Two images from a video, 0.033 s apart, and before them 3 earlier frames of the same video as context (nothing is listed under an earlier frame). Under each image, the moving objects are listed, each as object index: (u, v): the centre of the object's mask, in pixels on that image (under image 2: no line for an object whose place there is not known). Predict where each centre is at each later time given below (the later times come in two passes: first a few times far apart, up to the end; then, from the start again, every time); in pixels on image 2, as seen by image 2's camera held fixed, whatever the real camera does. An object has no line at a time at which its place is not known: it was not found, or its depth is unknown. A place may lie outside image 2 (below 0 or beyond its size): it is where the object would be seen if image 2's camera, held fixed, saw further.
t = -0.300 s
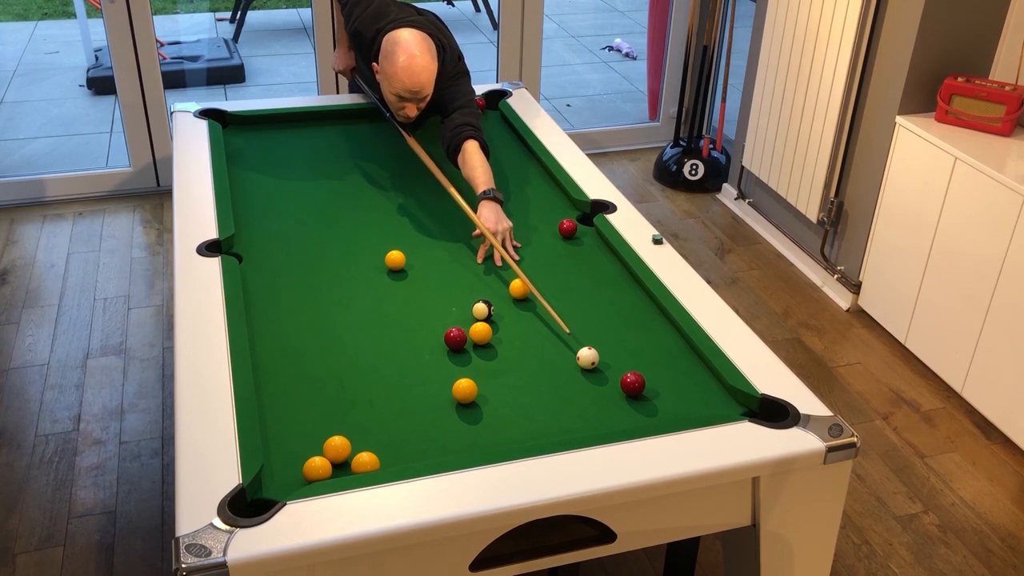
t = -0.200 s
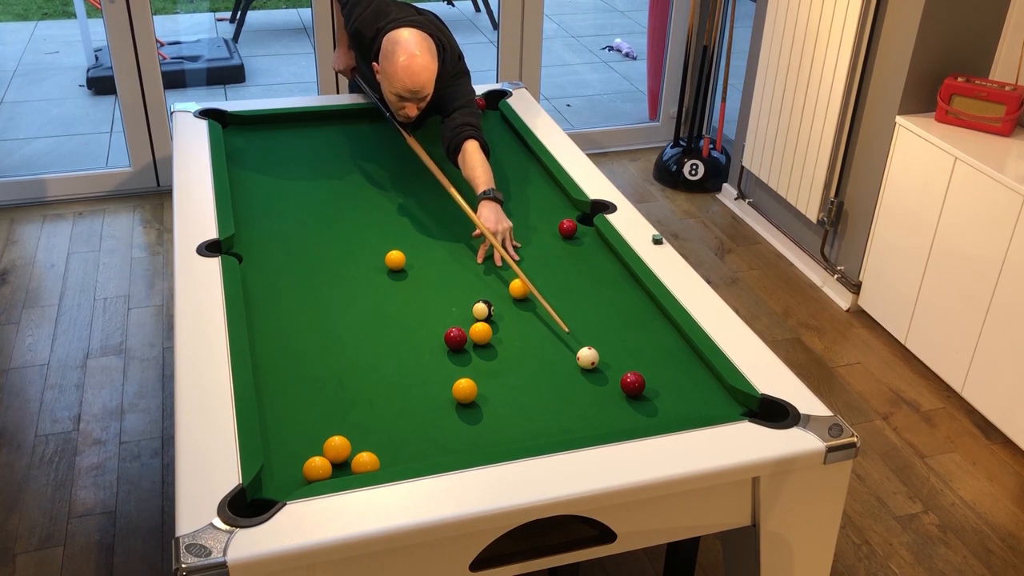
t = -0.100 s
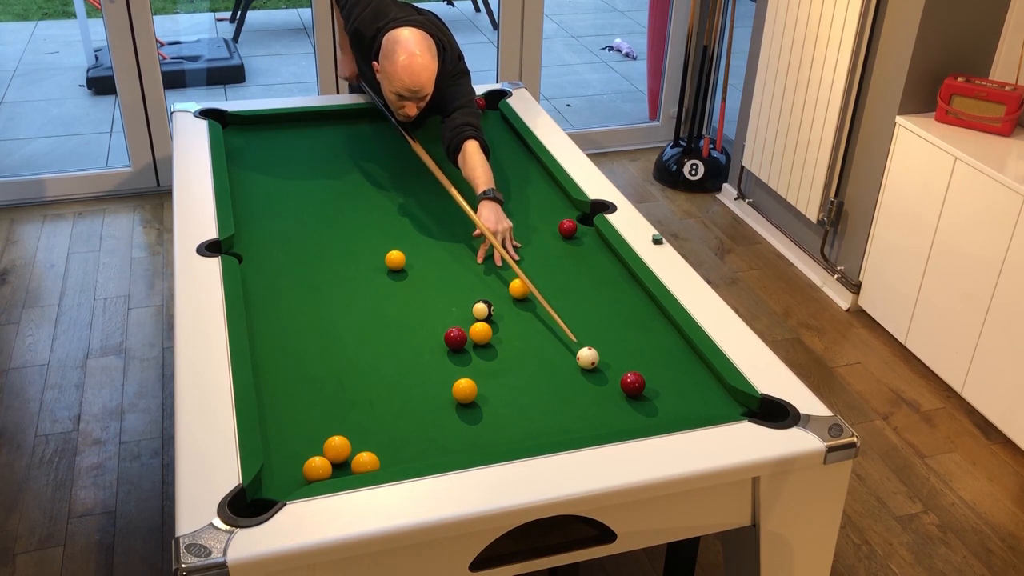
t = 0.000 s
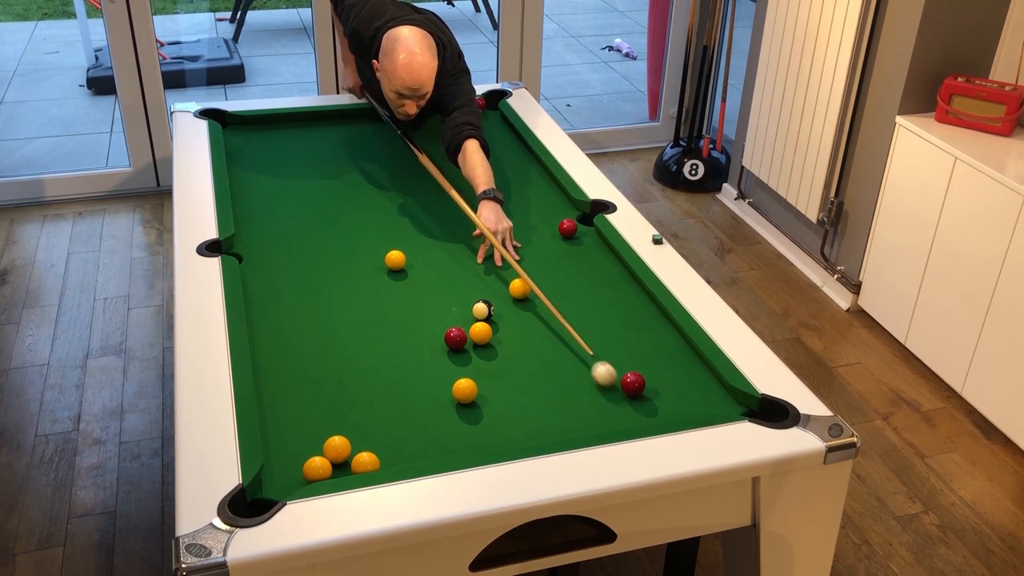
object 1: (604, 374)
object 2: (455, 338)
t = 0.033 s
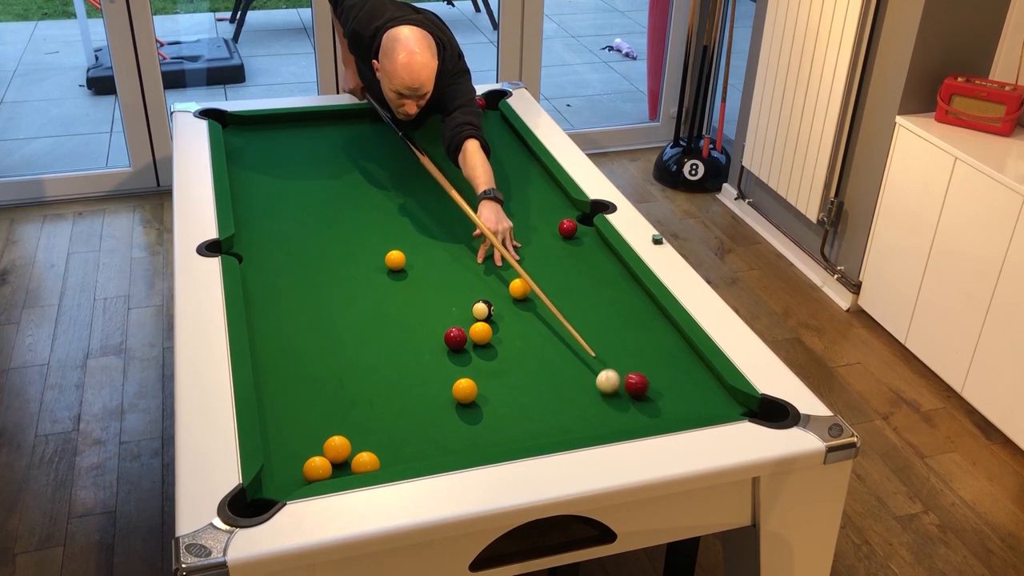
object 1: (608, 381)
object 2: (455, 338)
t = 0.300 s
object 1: (597, 424)
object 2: (455, 338)
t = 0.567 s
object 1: (554, 402)
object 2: (455, 338)
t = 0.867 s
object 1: (511, 380)
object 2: (455, 338)
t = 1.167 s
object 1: (473, 360)
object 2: (455, 338)
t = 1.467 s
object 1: (440, 350)
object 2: (455, 333)
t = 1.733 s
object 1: (415, 348)
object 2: (453, 326)
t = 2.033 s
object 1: (390, 346)
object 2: (452, 318)
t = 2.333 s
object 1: (368, 344)
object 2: (450, 313)
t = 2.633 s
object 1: (350, 343)
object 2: (447, 310)
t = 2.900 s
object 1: (336, 342)
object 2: (445, 308)
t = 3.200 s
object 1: (323, 342)
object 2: (444, 307)
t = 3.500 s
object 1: (313, 342)
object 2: (444, 308)
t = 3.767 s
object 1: (306, 341)
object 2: (444, 308)
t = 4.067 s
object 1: (302, 341)
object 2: (444, 308)
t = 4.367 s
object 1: (301, 342)
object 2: (444, 308)
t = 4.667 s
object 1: (301, 342)
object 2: (444, 308)
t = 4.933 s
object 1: (301, 342)
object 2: (444, 308)
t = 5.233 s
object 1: (301, 342)
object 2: (444, 308)
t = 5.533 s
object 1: (301, 342)
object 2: (444, 308)
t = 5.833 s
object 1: (301, 342)
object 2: (444, 308)
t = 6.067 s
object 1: (301, 342)
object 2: (444, 308)
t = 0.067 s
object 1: (605, 386)
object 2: (455, 338)
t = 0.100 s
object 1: (604, 392)
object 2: (455, 338)
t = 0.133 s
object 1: (603, 398)
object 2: (455, 338)
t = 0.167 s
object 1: (603, 404)
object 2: (455, 338)
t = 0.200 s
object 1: (602, 411)
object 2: (455, 338)
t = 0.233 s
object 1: (601, 416)
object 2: (455, 338)
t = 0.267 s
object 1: (601, 421)
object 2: (455, 338)
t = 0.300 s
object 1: (597, 424)
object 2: (455, 338)
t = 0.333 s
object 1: (592, 421)
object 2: (455, 338)
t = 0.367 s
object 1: (586, 419)
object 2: (455, 338)
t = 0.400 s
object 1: (581, 416)
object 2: (455, 338)
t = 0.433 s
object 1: (575, 414)
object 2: (455, 338)
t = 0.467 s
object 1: (570, 411)
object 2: (455, 338)
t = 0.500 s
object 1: (565, 408)
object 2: (455, 338)
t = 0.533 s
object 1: (559, 405)
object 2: (455, 338)
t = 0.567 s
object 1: (554, 402)
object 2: (455, 338)
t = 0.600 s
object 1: (549, 400)
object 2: (455, 338)
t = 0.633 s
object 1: (544, 397)
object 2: (455, 338)
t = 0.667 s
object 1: (539, 395)
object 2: (455, 338)
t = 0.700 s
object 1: (535, 392)
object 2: (455, 338)
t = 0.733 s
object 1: (530, 389)
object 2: (455, 338)
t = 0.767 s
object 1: (525, 387)
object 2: (455, 338)
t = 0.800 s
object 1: (520, 385)
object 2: (455, 338)
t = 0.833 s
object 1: (516, 382)
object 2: (455, 338)
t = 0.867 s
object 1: (511, 380)
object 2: (455, 338)
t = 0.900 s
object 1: (507, 377)
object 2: (455, 338)
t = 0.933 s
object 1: (503, 375)
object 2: (455, 338)
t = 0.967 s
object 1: (498, 373)
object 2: (455, 338)
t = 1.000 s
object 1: (494, 371)
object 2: (455, 338)
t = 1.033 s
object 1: (489, 368)
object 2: (455, 338)
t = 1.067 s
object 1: (485, 366)
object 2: (455, 338)
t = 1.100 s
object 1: (481, 364)
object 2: (455, 338)
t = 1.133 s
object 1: (477, 362)
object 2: (455, 338)
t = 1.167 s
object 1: (473, 360)
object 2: (455, 338)
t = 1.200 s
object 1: (469, 358)
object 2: (455, 338)
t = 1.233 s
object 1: (465, 356)
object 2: (455, 337)
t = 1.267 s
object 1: (461, 354)
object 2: (455, 336)
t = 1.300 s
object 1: (457, 352)
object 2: (455, 335)
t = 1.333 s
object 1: (454, 351)
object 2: (456, 334)
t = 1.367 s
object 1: (450, 351)
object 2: (456, 334)
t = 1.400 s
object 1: (447, 351)
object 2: (456, 334)
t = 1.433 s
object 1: (443, 351)
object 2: (455, 333)
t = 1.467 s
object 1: (440, 350)
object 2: (455, 333)
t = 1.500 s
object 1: (437, 350)
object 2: (454, 332)
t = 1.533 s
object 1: (434, 350)
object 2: (454, 331)
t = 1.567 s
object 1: (430, 349)
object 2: (454, 330)
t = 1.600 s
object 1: (427, 349)
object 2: (454, 329)
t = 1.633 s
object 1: (424, 349)
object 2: (454, 328)
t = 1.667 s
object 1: (421, 348)
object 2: (453, 327)
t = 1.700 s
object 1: (418, 348)
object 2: (453, 326)
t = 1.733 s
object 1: (415, 348)
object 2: (453, 326)
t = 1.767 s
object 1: (412, 348)
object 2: (453, 325)
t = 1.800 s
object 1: (409, 347)
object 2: (453, 324)
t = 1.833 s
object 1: (406, 347)
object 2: (453, 323)
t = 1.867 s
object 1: (403, 347)
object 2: (452, 322)
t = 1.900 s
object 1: (401, 346)
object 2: (452, 322)
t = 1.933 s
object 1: (398, 346)
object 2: (452, 321)
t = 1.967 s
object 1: (395, 346)
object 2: (452, 320)
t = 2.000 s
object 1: (393, 346)
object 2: (452, 319)
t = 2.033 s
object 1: (390, 346)
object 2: (452, 318)
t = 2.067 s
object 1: (388, 345)
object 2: (452, 318)
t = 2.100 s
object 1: (385, 345)
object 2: (451, 318)
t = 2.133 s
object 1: (382, 345)
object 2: (451, 317)
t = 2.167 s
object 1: (380, 345)
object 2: (451, 316)
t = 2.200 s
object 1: (378, 345)
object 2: (451, 316)
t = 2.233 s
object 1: (375, 345)
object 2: (450, 315)
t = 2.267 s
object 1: (373, 345)
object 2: (450, 315)
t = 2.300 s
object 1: (370, 344)
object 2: (450, 314)
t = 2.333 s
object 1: (368, 344)
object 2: (450, 313)
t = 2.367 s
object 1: (366, 344)
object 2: (449, 313)
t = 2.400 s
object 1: (364, 344)
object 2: (449, 313)
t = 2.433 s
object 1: (362, 344)
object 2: (449, 312)
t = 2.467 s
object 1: (360, 343)
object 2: (448, 312)
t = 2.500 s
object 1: (358, 343)
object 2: (448, 311)
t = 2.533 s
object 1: (355, 343)
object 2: (448, 311)
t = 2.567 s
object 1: (354, 343)
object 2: (447, 310)
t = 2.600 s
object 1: (351, 343)
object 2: (447, 310)
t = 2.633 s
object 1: (350, 343)
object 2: (447, 310)
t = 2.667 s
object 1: (348, 343)
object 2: (447, 310)
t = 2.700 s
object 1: (346, 343)
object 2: (446, 309)
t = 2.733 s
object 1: (344, 342)
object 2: (446, 309)
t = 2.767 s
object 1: (342, 342)
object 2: (446, 309)
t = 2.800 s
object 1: (340, 342)
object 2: (445, 309)
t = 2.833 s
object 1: (339, 342)
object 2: (445, 309)
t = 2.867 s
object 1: (337, 342)
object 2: (445, 308)
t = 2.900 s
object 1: (336, 342)
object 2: (445, 308)
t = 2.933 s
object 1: (334, 342)
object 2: (445, 308)
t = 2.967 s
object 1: (332, 342)
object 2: (444, 308)
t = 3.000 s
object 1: (331, 342)
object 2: (444, 308)
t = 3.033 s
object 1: (330, 342)
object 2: (444, 308)
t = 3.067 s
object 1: (328, 342)
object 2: (444, 307)
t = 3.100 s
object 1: (327, 342)
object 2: (444, 307)
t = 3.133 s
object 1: (326, 342)
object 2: (444, 307)
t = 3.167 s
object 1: (324, 342)
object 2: (444, 307)
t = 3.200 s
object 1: (323, 342)
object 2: (444, 307)
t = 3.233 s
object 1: (321, 342)
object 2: (444, 307)
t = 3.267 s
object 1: (320, 342)
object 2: (444, 307)
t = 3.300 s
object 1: (319, 342)
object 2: (444, 307)
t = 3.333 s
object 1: (318, 342)
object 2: (444, 307)
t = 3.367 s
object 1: (317, 342)
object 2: (444, 307)
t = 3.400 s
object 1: (316, 342)
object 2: (444, 307)
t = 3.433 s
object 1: (315, 342)
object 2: (444, 307)
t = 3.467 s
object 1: (314, 342)
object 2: (444, 307)
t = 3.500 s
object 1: (313, 342)
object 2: (444, 308)
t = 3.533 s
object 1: (312, 342)
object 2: (444, 308)
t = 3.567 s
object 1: (311, 342)
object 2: (444, 308)
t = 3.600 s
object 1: (310, 342)
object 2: (444, 308)
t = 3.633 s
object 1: (309, 341)
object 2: (444, 308)
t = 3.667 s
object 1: (309, 342)
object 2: (444, 308)
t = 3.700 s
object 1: (308, 341)
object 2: (444, 308)
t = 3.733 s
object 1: (307, 341)
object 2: (444, 308)
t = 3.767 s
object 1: (306, 341)
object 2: (444, 308)
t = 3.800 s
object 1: (306, 341)
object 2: (444, 308)
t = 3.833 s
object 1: (305, 341)
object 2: (444, 308)
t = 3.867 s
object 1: (305, 341)
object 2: (444, 308)
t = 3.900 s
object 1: (304, 341)
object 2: (444, 308)
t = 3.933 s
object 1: (303, 341)
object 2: (444, 308)
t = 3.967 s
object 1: (303, 342)
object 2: (444, 308)
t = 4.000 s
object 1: (303, 342)
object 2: (444, 308)
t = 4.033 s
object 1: (302, 342)
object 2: (444, 308)
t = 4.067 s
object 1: (302, 341)
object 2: (444, 308)
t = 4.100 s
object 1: (302, 342)
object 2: (444, 308)
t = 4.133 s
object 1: (301, 342)
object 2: (444, 308)
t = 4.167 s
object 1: (301, 342)
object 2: (444, 308)
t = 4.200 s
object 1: (301, 342)
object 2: (444, 308)
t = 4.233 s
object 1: (301, 342)
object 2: (444, 308)
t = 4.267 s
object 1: (301, 342)
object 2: (444, 308)
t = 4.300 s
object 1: (300, 342)
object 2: (444, 308)
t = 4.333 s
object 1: (301, 342)
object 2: (444, 308)
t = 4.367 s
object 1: (301, 342)
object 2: (444, 308)
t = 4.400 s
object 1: (301, 342)
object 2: (444, 308)
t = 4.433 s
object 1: (301, 342)
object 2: (444, 308)
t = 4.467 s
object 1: (301, 342)
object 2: (444, 308)
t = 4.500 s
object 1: (301, 342)
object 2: (444, 308)
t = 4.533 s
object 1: (301, 342)
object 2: (444, 308)
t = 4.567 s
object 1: (301, 342)
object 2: (444, 308)
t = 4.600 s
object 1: (301, 342)
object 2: (444, 308)
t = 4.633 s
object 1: (301, 342)
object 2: (444, 308)
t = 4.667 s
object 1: (301, 342)
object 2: (444, 308)
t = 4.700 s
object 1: (301, 342)
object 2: (444, 308)
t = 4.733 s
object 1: (301, 342)
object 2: (444, 308)
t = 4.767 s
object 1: (301, 342)
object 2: (444, 308)
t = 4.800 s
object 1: (301, 342)
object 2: (444, 308)
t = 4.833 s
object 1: (301, 342)
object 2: (444, 308)
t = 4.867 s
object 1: (301, 342)
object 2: (444, 308)
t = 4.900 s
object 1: (301, 342)
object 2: (444, 308)
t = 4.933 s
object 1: (301, 342)
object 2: (444, 308)
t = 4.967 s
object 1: (301, 342)
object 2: (444, 308)
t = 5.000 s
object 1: (301, 342)
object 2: (444, 308)
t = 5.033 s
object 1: (301, 342)
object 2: (444, 308)
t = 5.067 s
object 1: (301, 342)
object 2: (444, 308)
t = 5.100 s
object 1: (301, 342)
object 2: (444, 308)
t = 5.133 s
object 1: (301, 342)
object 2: (444, 308)
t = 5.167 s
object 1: (301, 342)
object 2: (444, 308)
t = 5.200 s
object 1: (301, 342)
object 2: (444, 308)
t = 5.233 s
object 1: (301, 342)
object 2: (444, 308)
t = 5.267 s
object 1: (301, 342)
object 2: (444, 308)
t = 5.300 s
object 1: (301, 342)
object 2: (444, 308)
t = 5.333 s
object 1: (301, 342)
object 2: (444, 308)
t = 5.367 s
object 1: (301, 342)
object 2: (444, 308)
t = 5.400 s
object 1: (301, 342)
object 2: (444, 308)
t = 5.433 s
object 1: (301, 342)
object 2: (444, 308)
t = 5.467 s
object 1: (301, 342)
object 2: (444, 308)
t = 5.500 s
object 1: (301, 342)
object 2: (444, 308)
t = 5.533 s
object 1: (301, 342)
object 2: (444, 308)
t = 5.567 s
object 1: (301, 342)
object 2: (444, 308)
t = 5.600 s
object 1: (301, 342)
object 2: (444, 308)
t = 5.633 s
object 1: (301, 342)
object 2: (444, 308)
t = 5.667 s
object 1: (301, 342)
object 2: (444, 308)
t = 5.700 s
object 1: (301, 342)
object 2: (444, 308)
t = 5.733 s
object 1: (301, 342)
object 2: (444, 308)
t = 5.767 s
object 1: (301, 342)
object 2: (444, 308)
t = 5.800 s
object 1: (301, 342)
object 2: (444, 308)
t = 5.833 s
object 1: (301, 342)
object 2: (444, 308)
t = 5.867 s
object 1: (301, 342)
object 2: (444, 308)
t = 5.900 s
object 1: (301, 342)
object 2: (444, 308)
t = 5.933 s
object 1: (301, 342)
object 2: (444, 308)
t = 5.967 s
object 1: (301, 342)
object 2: (444, 308)
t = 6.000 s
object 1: (301, 342)
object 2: (444, 308)
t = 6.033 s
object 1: (301, 342)
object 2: (444, 308)
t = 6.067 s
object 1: (301, 342)
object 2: (444, 308)
